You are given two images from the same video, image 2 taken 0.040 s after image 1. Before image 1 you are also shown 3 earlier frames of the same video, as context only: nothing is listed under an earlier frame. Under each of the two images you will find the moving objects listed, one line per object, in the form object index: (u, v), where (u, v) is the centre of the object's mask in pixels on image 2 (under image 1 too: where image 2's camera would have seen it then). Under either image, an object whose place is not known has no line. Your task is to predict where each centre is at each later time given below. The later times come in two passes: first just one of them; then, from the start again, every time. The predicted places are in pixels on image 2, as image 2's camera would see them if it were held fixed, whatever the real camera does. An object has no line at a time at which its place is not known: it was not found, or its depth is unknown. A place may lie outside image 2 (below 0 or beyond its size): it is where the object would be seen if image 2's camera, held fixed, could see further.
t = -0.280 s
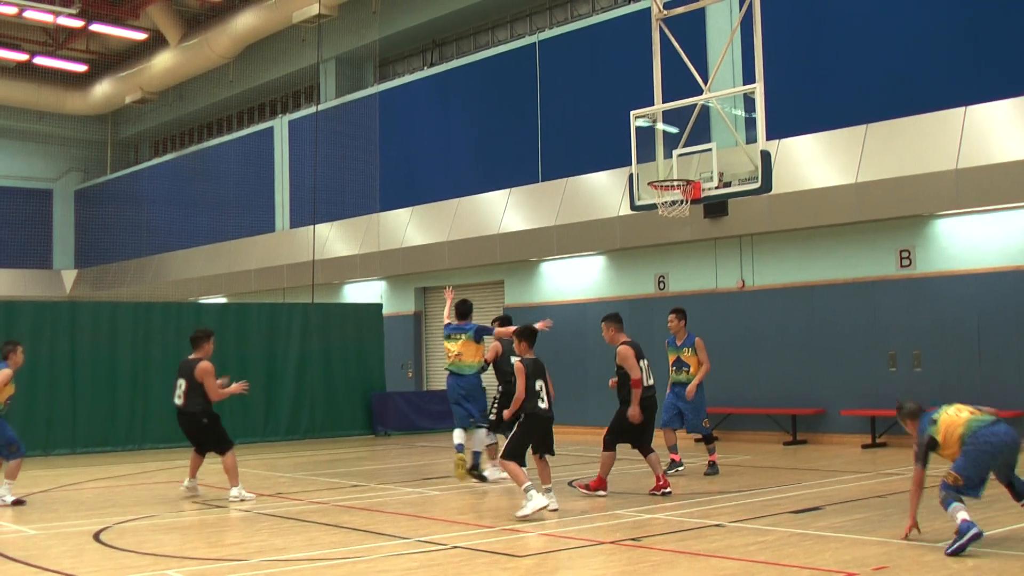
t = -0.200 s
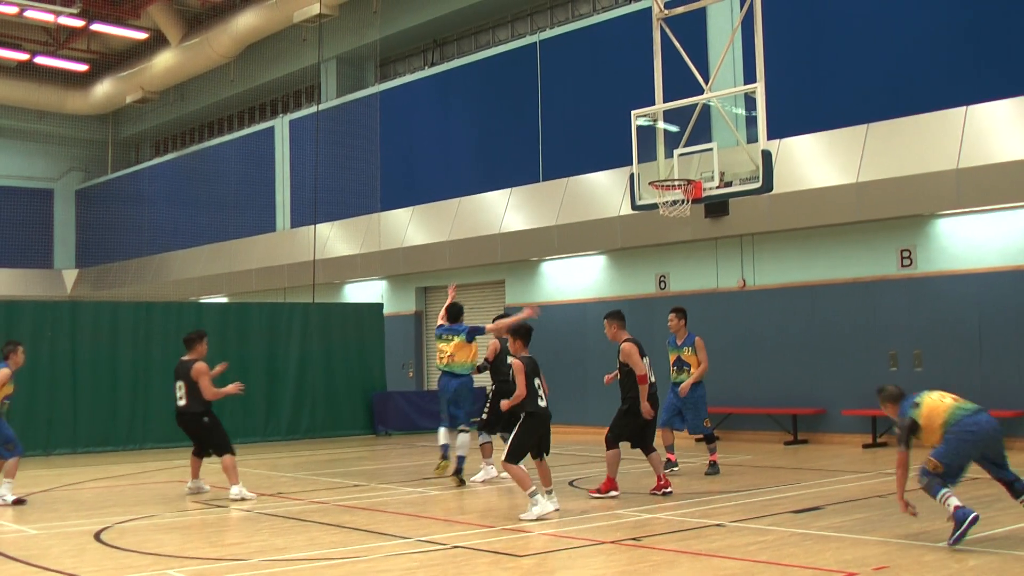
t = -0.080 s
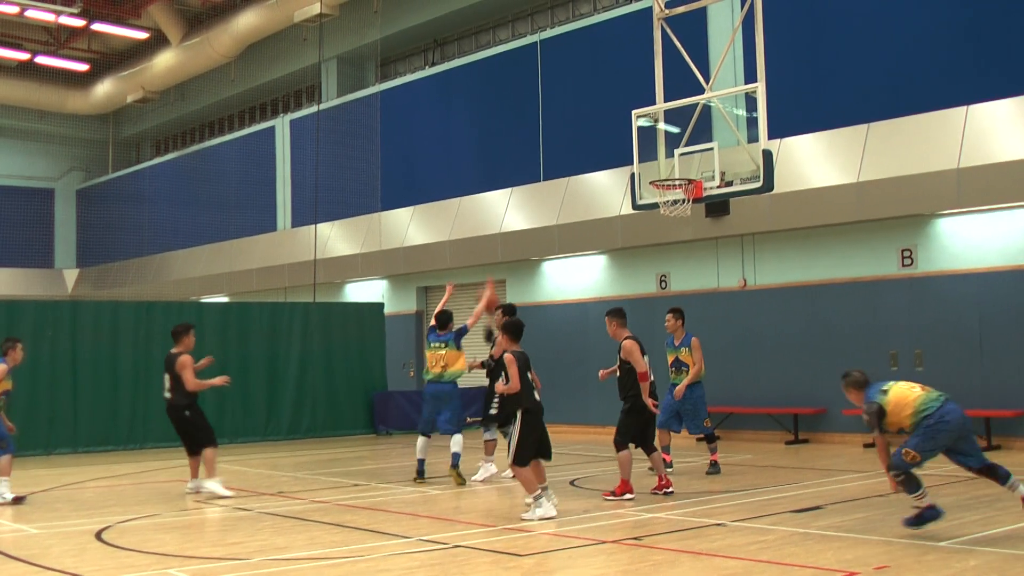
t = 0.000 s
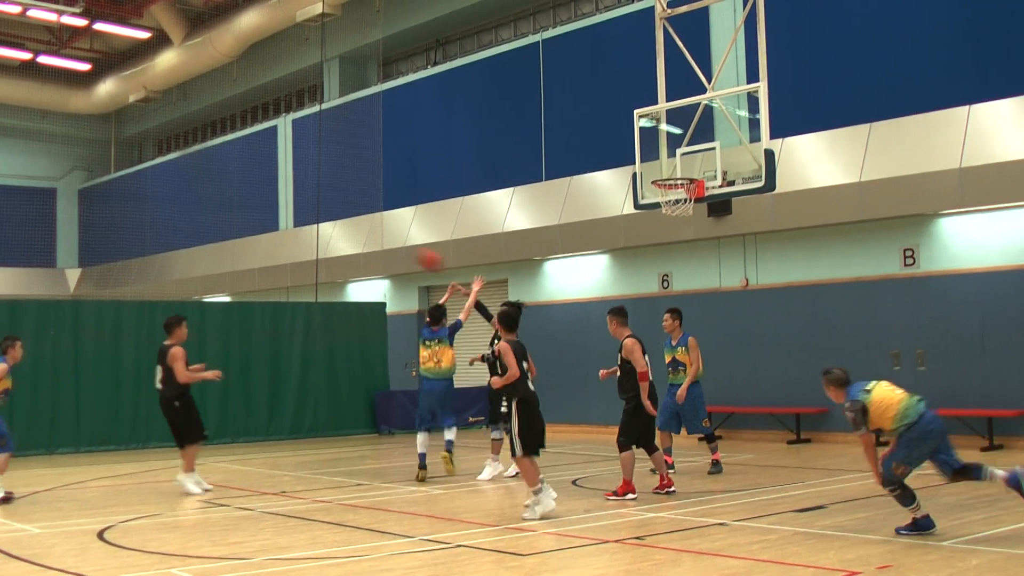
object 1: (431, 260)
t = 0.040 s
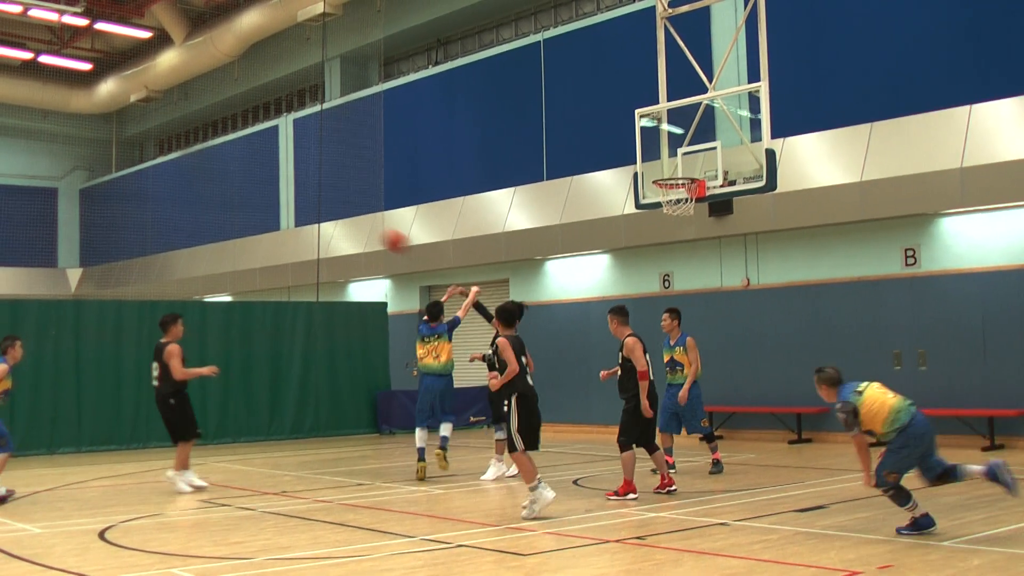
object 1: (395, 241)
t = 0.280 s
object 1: (176, 152)
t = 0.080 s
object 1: (359, 223)
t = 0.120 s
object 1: (323, 207)
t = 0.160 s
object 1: (287, 192)
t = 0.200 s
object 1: (250, 177)
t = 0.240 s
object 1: (213, 165)
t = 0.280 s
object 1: (176, 152)
